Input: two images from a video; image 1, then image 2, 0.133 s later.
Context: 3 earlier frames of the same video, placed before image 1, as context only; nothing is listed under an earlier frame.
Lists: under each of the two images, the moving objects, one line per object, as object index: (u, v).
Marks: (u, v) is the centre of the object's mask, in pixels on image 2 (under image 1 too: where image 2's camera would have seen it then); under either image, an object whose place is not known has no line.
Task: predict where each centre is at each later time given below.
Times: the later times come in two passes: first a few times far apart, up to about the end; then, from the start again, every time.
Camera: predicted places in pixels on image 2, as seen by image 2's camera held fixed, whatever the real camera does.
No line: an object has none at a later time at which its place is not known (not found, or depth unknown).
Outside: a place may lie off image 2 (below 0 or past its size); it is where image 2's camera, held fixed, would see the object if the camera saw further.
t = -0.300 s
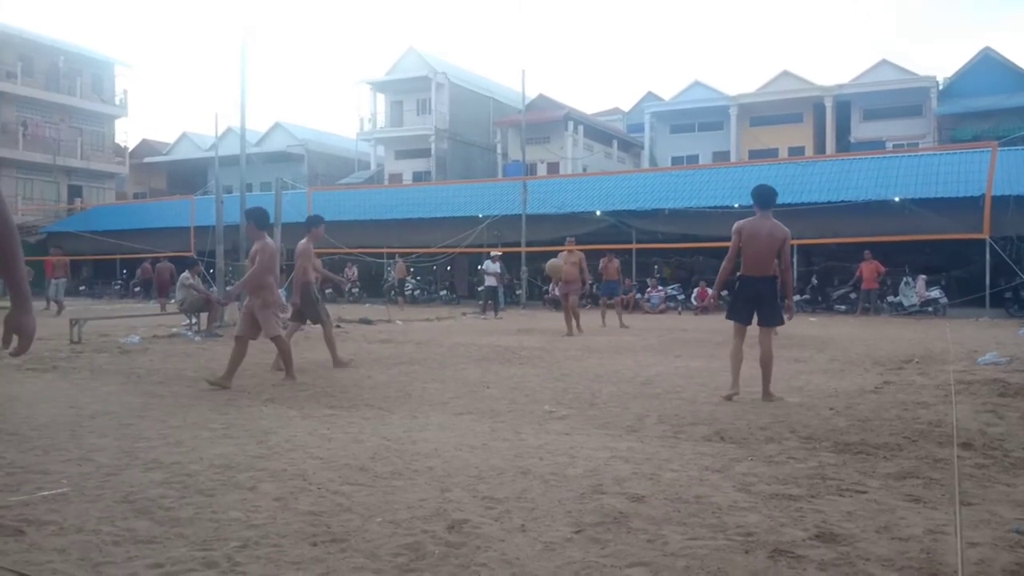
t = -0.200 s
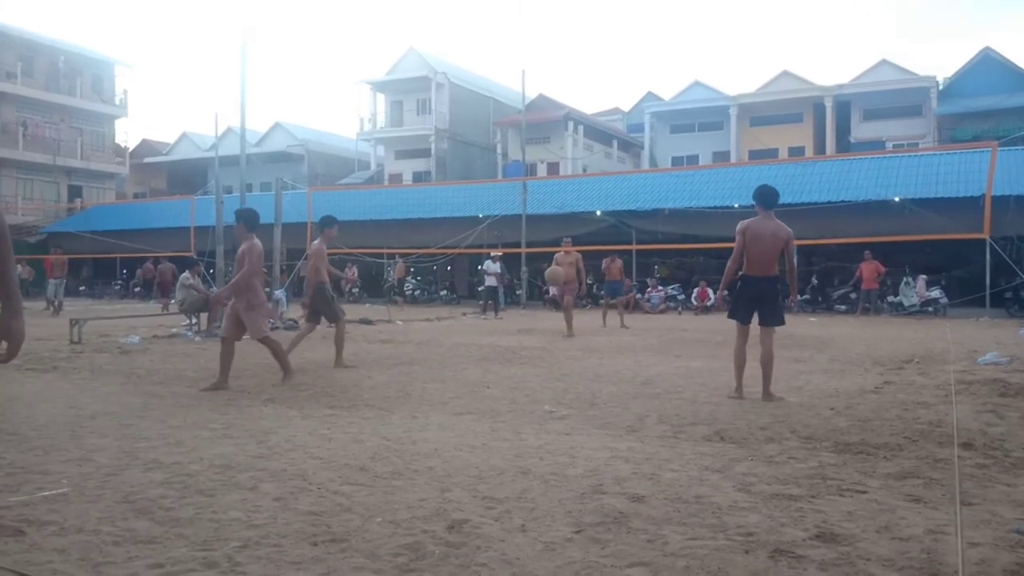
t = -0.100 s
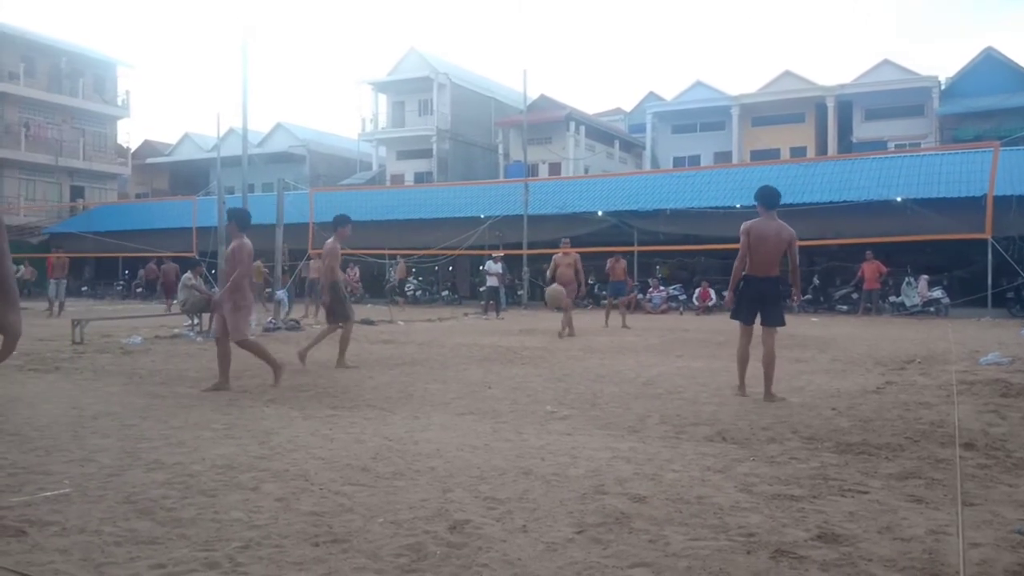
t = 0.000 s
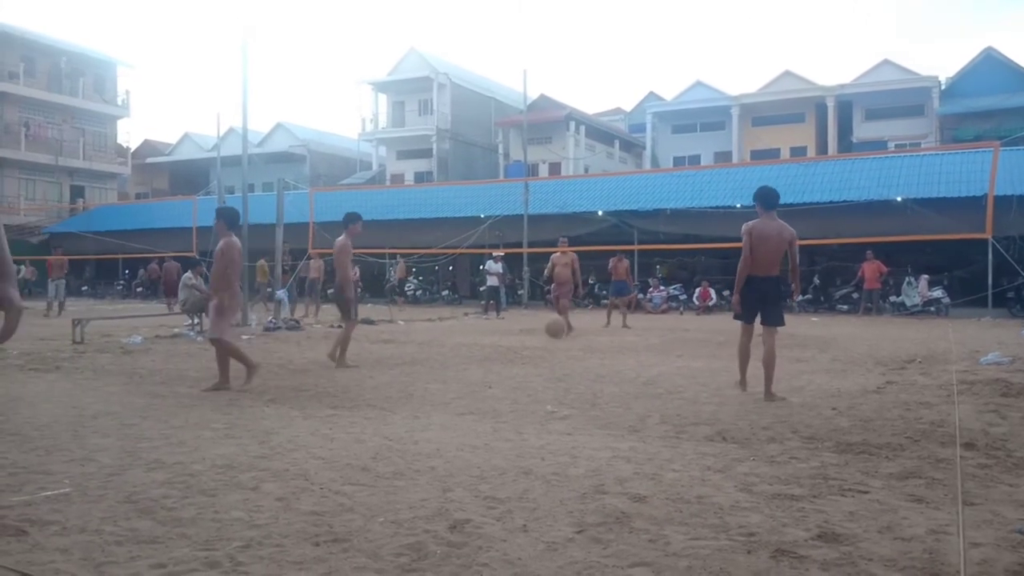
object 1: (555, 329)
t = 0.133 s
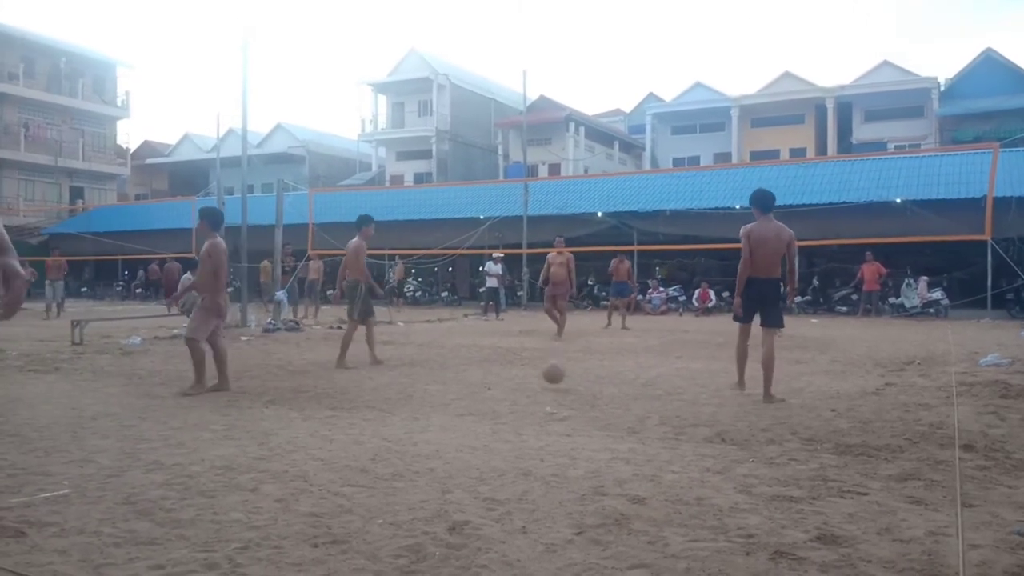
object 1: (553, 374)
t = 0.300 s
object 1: (556, 335)
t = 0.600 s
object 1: (559, 348)
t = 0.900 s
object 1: (558, 378)
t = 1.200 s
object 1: (550, 376)
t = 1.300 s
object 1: (546, 424)
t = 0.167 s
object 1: (554, 362)
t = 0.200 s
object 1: (554, 355)
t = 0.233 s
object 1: (554, 346)
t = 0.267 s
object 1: (555, 340)
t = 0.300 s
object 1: (556, 335)
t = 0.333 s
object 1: (556, 330)
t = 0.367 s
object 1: (556, 327)
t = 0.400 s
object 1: (556, 325)
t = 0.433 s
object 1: (557, 325)
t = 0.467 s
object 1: (558, 327)
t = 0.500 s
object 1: (558, 330)
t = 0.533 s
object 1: (558, 334)
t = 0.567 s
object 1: (558, 340)
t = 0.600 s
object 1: (559, 348)
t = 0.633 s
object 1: (559, 360)
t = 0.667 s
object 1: (560, 373)
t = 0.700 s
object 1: (560, 388)
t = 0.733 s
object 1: (560, 404)
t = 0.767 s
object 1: (560, 424)
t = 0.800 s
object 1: (560, 413)
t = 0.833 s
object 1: (560, 401)
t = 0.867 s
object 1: (559, 388)
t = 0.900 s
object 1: (558, 378)
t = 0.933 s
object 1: (557, 370)
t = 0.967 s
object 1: (557, 364)
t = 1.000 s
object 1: (556, 359)
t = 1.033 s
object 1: (555, 356)
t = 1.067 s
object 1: (554, 355)
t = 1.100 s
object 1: (553, 356)
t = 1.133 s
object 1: (552, 360)
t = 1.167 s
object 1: (551, 367)
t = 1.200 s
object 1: (550, 376)
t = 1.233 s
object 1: (549, 389)
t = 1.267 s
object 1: (548, 405)
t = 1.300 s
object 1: (546, 424)
